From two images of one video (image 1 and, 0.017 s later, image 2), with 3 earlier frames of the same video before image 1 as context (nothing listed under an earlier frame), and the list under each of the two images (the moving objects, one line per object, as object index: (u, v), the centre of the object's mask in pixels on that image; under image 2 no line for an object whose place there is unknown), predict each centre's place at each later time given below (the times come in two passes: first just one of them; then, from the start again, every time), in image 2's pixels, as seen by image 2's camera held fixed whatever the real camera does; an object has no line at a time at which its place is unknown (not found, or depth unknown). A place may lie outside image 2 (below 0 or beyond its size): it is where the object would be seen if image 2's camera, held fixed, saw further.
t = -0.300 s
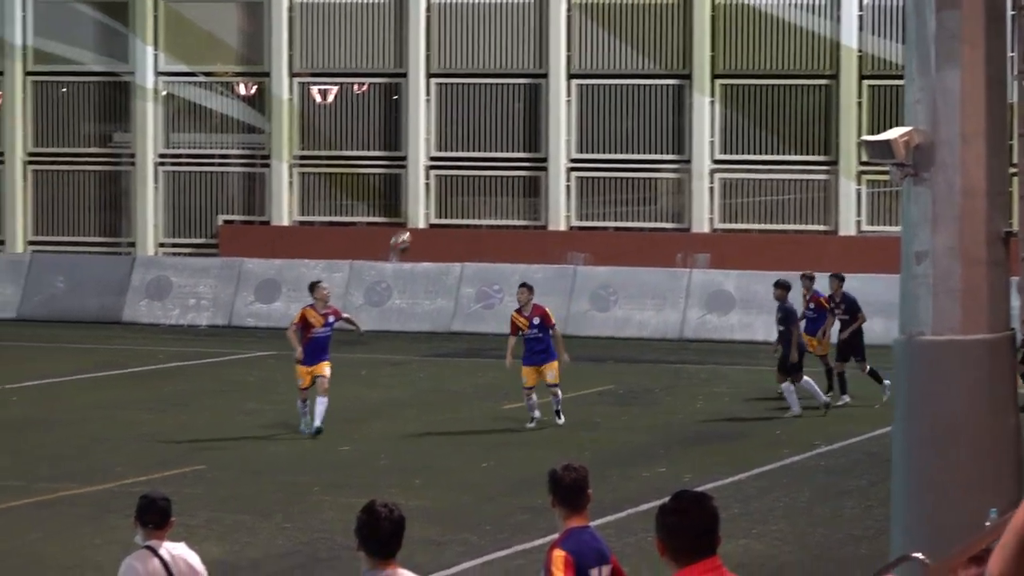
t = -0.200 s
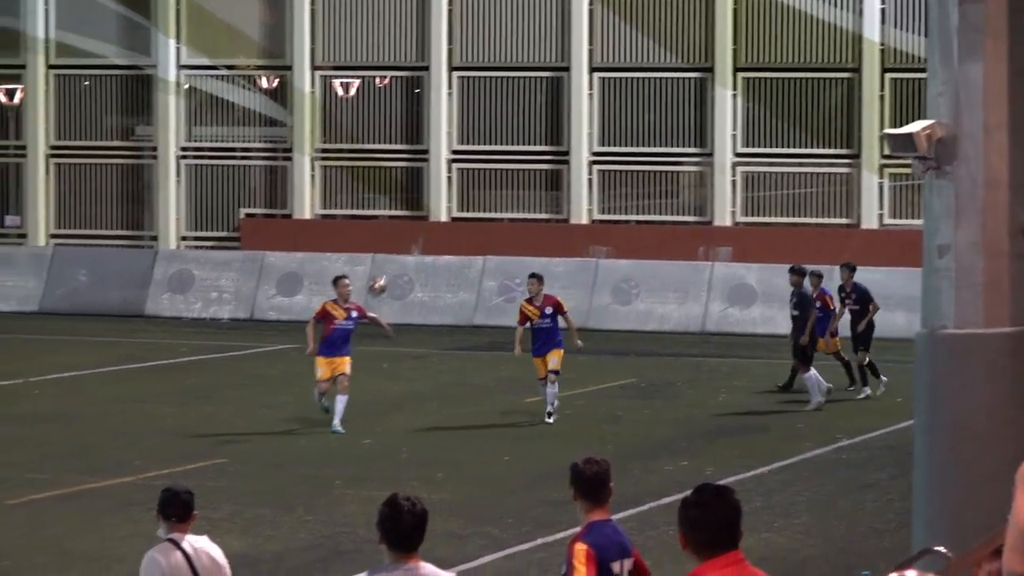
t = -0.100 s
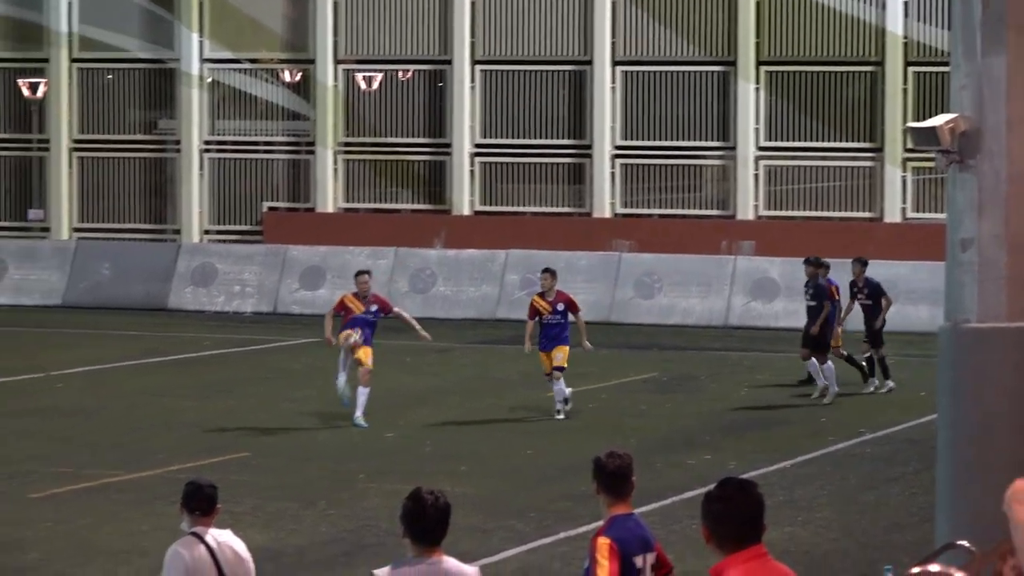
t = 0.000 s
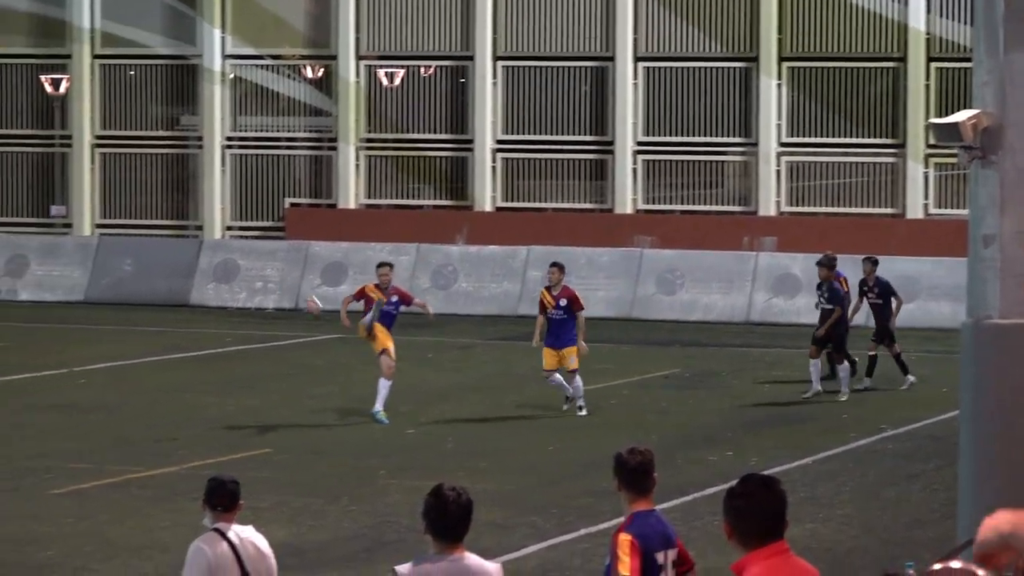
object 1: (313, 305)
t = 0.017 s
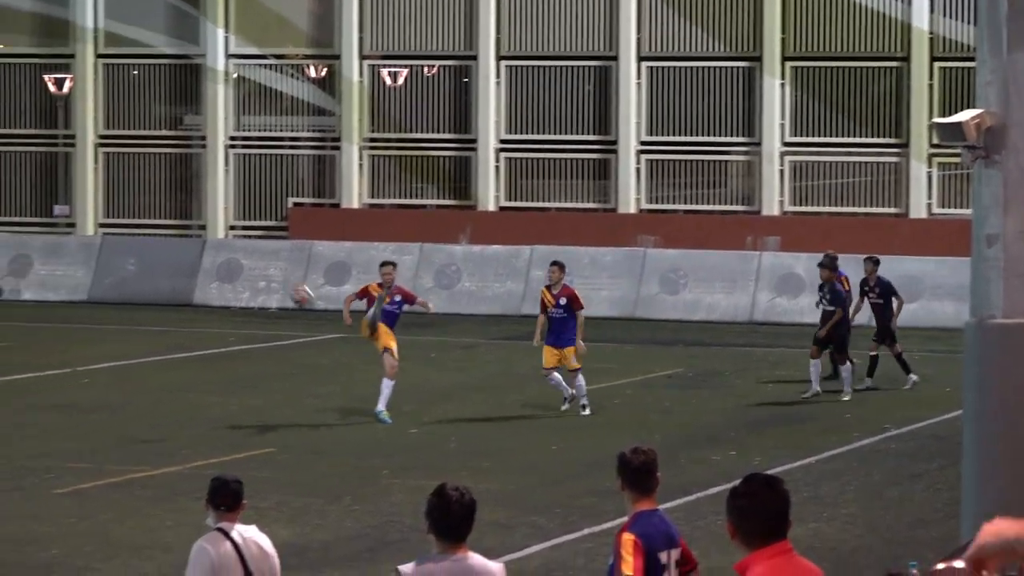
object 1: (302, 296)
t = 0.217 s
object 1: (147, 195)
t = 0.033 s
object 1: (290, 286)
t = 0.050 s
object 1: (277, 278)
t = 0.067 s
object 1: (266, 269)
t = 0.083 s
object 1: (254, 259)
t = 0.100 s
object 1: (240, 249)
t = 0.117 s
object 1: (228, 242)
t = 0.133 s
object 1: (215, 233)
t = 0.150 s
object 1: (202, 224)
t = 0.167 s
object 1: (188, 216)
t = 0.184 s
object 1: (175, 210)
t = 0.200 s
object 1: (162, 202)
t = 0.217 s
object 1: (147, 195)
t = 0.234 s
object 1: (134, 188)
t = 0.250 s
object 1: (120, 182)
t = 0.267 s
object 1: (106, 178)
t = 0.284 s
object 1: (94, 174)
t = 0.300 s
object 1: (78, 168)
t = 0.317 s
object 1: (64, 161)
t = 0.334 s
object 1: (52, 158)
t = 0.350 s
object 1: (38, 152)
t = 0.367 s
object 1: (24, 149)
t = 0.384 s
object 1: (9, 145)
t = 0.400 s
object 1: (-5, 143)
